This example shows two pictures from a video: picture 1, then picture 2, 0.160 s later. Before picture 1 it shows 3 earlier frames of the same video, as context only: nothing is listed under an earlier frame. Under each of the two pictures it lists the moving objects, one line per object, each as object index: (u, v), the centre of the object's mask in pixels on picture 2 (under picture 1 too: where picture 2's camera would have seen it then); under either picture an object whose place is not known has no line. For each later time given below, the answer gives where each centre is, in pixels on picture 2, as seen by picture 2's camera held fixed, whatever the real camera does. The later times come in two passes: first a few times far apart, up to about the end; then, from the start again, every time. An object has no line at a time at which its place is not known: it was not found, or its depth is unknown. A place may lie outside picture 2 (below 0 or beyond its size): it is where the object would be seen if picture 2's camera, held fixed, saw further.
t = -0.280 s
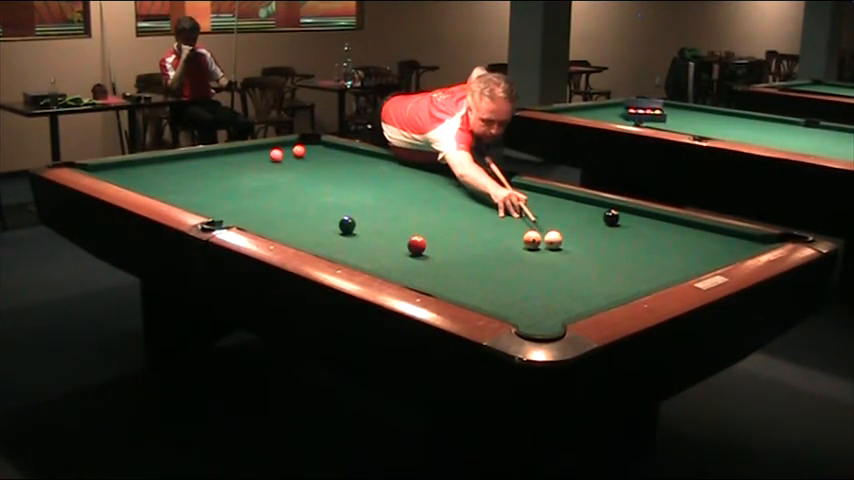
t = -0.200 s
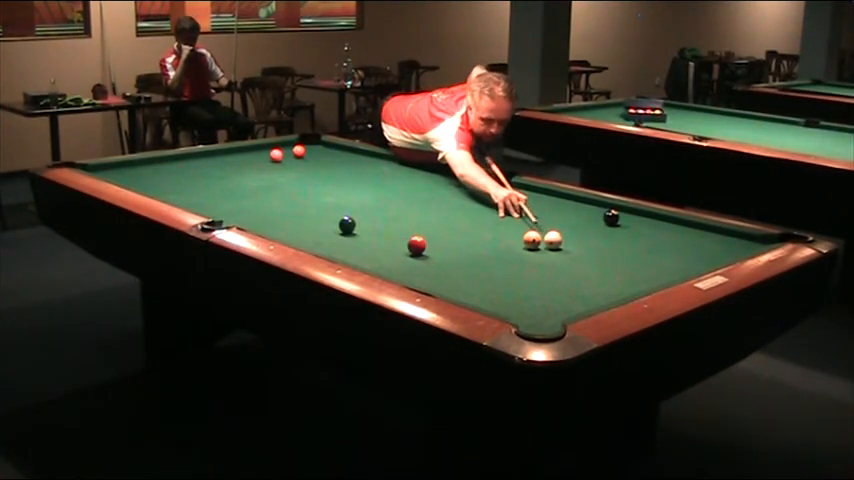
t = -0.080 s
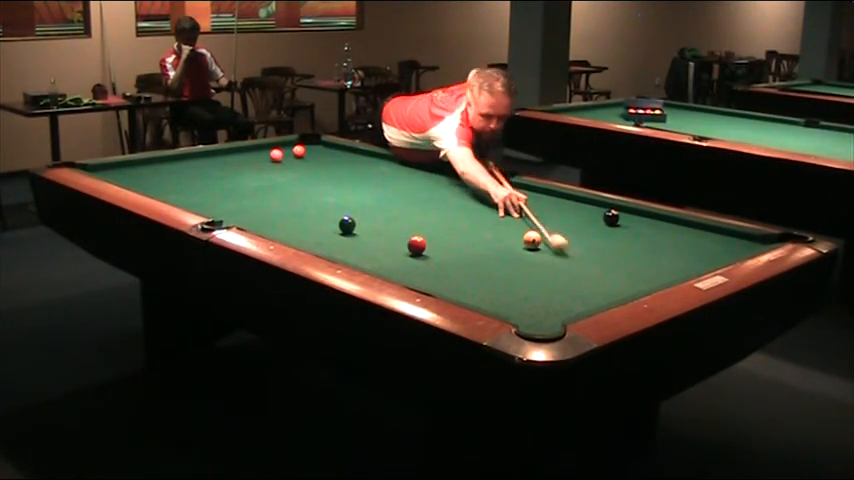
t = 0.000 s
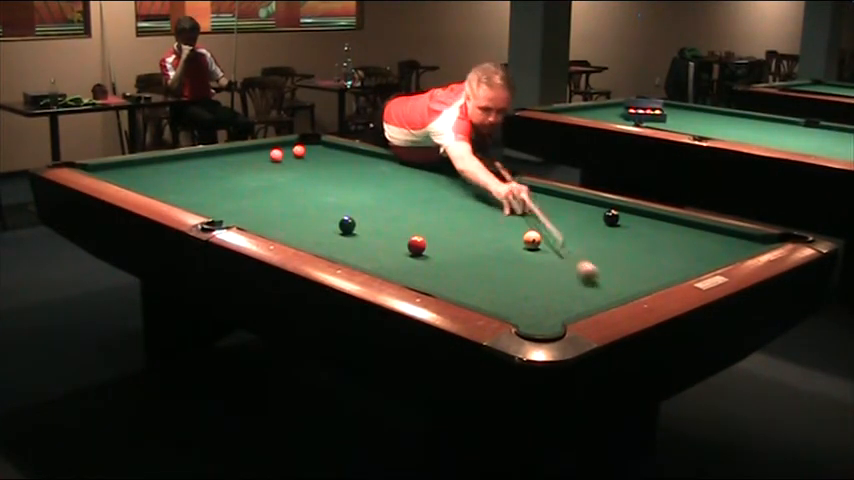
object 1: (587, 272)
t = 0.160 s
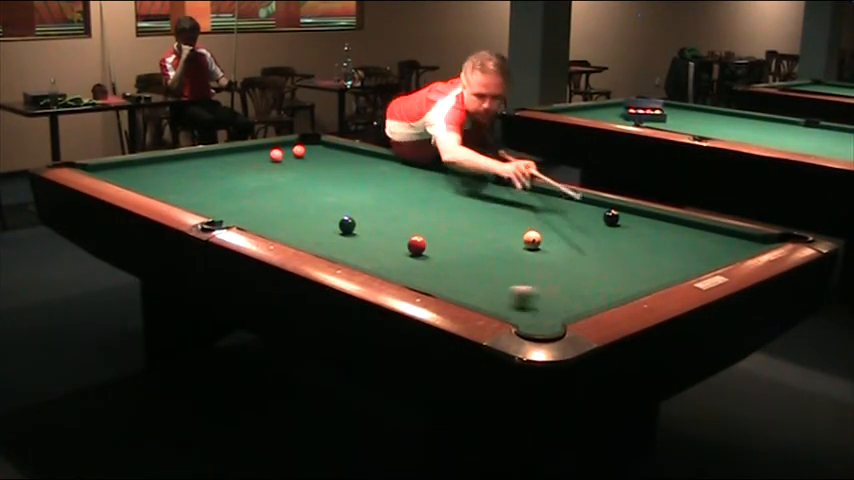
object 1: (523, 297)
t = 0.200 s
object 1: (486, 295)
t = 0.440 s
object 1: (414, 255)
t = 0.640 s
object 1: (366, 242)
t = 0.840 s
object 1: (323, 229)
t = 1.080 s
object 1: (278, 215)
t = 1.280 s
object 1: (244, 205)
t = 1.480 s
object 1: (214, 196)
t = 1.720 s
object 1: (182, 186)
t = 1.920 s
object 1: (157, 179)
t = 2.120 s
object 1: (135, 172)
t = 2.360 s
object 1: (110, 165)
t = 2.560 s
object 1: (128, 166)
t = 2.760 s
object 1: (150, 167)
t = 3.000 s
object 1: (175, 168)
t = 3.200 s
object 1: (195, 169)
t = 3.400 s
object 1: (215, 170)
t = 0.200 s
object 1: (486, 295)
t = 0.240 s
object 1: (452, 289)
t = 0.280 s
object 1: (436, 283)
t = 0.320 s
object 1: (430, 277)
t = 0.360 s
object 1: (425, 269)
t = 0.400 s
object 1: (419, 261)
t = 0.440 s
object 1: (414, 255)
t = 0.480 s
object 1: (406, 250)
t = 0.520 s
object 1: (395, 248)
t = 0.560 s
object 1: (385, 246)
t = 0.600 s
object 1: (375, 244)
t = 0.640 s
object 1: (366, 242)
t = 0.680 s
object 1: (357, 239)
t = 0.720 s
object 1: (348, 236)
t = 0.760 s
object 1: (339, 234)
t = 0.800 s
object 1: (331, 231)
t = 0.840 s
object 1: (323, 229)
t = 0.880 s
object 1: (315, 226)
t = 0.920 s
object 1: (307, 224)
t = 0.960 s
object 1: (300, 222)
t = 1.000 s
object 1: (293, 220)
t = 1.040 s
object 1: (285, 218)
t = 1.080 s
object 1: (278, 215)
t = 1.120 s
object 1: (271, 213)
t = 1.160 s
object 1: (264, 211)
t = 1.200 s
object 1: (257, 209)
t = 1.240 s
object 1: (251, 207)
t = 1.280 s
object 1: (244, 205)
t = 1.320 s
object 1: (238, 203)
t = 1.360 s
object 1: (232, 202)
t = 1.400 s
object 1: (226, 200)
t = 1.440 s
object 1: (219, 198)
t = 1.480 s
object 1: (214, 196)
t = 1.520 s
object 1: (208, 195)
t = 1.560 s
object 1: (203, 193)
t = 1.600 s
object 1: (197, 191)
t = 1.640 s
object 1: (192, 190)
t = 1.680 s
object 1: (186, 188)
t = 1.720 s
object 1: (182, 186)
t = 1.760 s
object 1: (176, 185)
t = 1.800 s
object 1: (171, 183)
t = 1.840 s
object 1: (167, 182)
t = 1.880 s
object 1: (162, 181)
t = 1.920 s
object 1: (157, 179)
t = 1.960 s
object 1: (152, 177)
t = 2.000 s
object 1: (148, 176)
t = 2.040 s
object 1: (144, 175)
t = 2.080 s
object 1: (140, 174)
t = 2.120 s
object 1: (135, 172)
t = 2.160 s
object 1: (131, 171)
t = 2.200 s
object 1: (126, 170)
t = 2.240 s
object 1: (123, 169)
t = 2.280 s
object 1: (119, 167)
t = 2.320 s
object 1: (114, 166)
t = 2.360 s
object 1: (110, 165)
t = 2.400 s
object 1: (110, 165)
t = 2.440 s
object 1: (115, 164)
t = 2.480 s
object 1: (119, 165)
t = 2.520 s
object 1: (124, 165)
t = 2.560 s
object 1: (128, 166)
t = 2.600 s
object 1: (133, 166)
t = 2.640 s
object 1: (137, 166)
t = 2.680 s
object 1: (141, 166)
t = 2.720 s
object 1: (145, 166)
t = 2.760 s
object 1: (150, 167)
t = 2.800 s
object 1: (154, 167)
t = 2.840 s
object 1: (158, 167)
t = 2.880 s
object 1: (163, 167)
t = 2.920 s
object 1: (167, 168)
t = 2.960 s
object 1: (171, 168)
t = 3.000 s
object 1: (175, 168)
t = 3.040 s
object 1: (179, 168)
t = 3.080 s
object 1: (183, 168)
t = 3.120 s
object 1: (187, 169)
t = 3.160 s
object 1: (191, 169)
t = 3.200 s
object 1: (195, 169)
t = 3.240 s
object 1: (199, 169)
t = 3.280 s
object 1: (204, 169)
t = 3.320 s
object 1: (207, 170)
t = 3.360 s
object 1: (211, 170)
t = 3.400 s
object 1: (215, 170)
